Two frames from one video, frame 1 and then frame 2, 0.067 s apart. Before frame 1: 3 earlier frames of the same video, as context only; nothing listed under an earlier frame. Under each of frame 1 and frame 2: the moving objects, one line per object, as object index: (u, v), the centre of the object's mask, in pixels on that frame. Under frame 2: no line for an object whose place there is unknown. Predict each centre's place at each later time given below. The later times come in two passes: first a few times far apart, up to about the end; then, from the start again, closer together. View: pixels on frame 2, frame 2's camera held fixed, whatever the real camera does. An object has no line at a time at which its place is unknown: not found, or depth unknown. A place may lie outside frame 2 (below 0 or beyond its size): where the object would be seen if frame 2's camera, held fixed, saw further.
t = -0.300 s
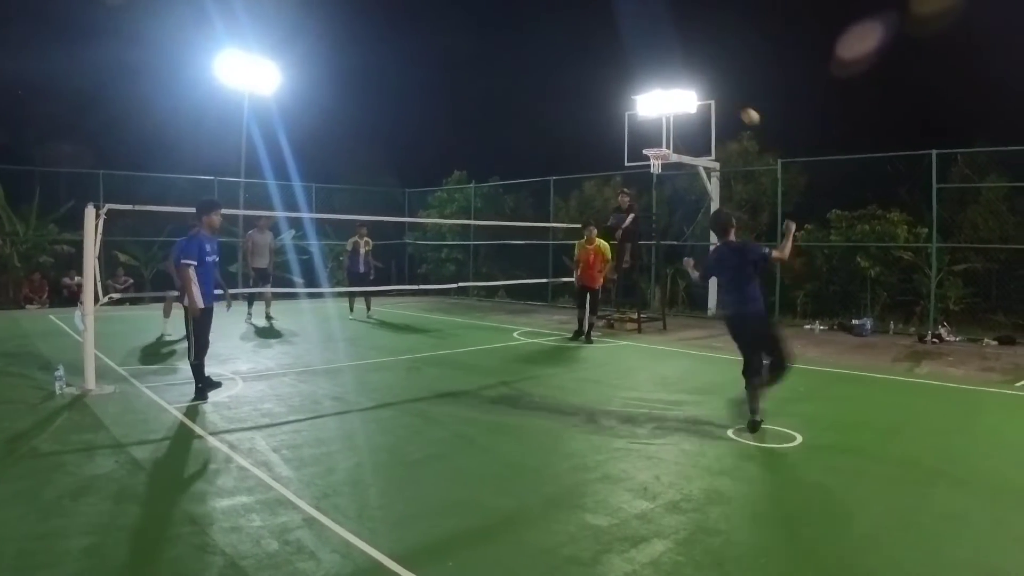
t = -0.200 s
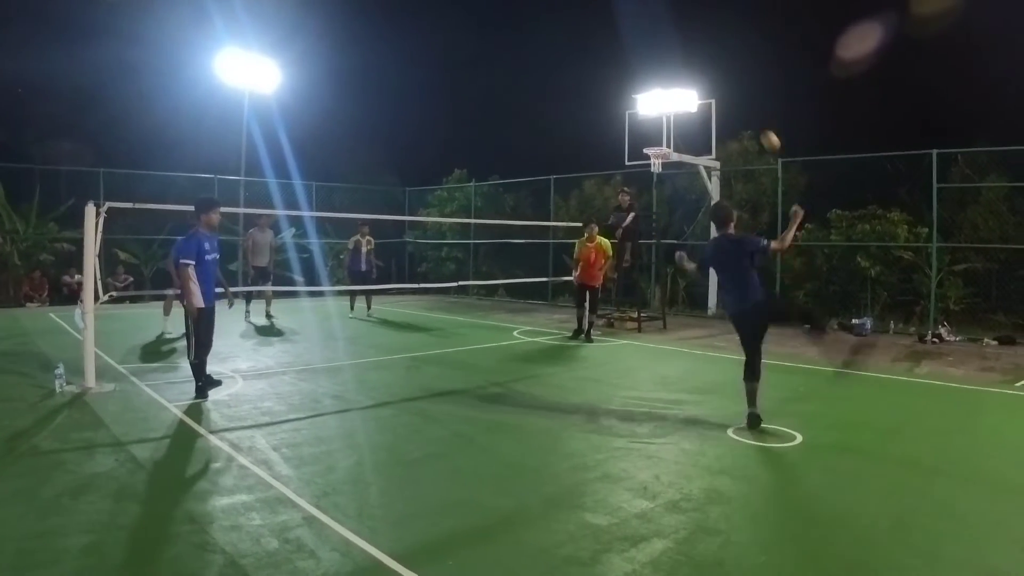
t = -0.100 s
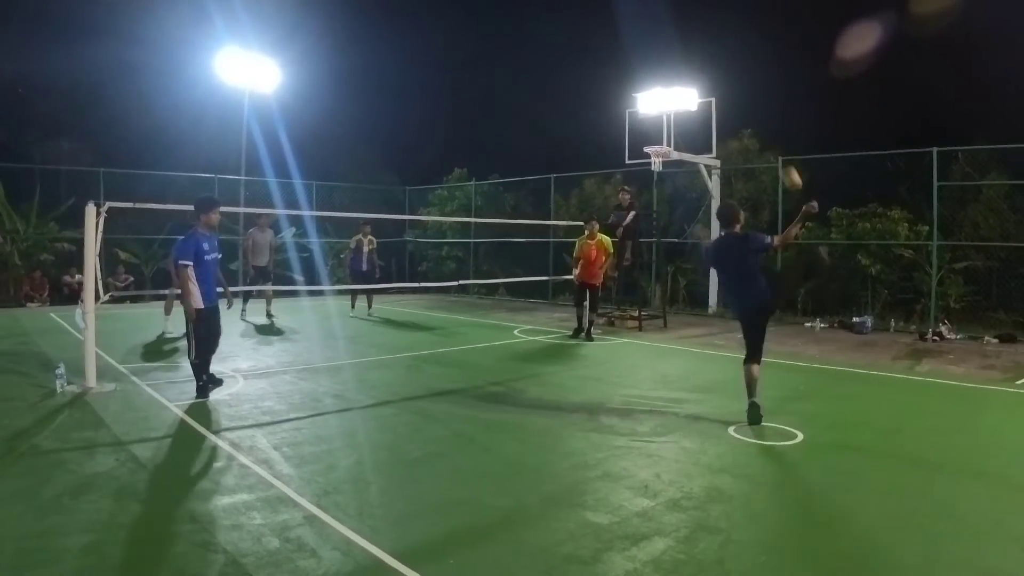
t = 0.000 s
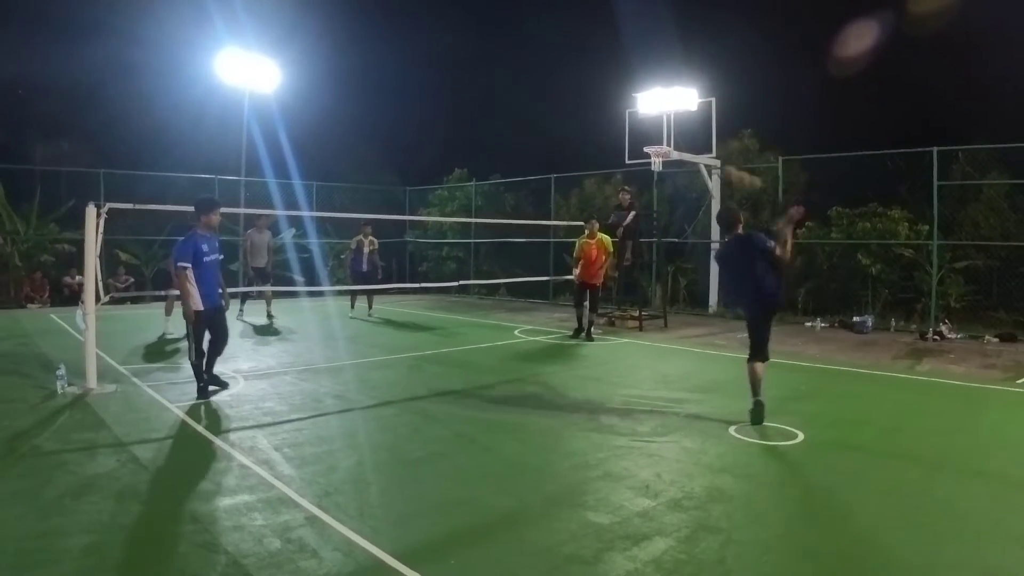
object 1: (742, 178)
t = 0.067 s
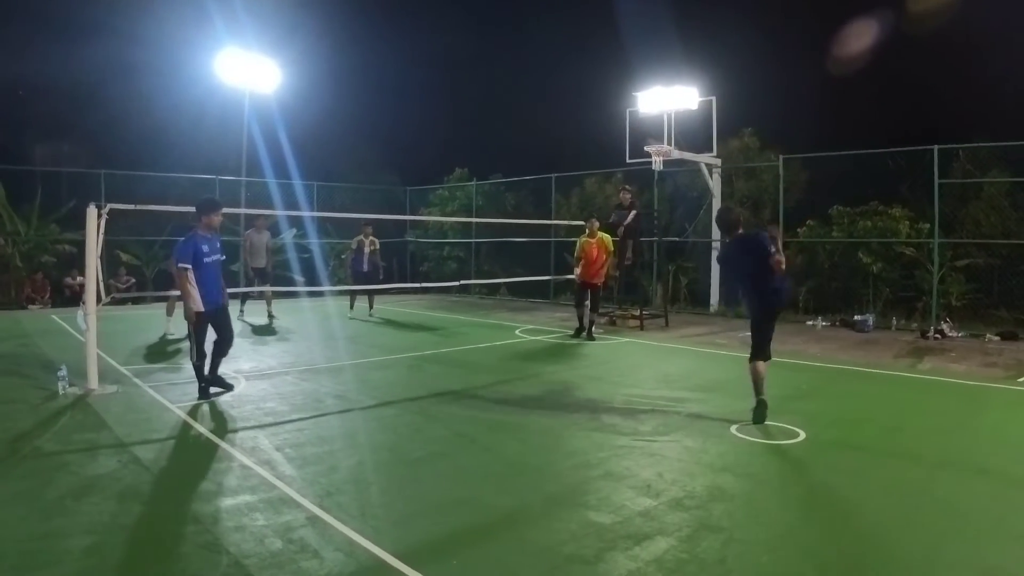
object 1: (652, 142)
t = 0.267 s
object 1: (471, 116)
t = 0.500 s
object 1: (314, 135)
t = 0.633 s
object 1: (247, 162)
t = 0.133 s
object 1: (589, 131)
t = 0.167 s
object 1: (559, 125)
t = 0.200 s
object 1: (528, 121)
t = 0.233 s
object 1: (496, 118)
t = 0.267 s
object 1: (471, 116)
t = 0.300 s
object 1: (445, 116)
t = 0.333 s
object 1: (417, 116)
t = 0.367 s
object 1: (395, 118)
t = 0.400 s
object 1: (374, 121)
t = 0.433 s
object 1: (350, 125)
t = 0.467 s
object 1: (333, 129)
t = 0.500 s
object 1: (314, 135)
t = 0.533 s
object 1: (297, 141)
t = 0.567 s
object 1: (277, 149)
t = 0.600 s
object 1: (262, 156)
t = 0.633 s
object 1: (247, 162)
